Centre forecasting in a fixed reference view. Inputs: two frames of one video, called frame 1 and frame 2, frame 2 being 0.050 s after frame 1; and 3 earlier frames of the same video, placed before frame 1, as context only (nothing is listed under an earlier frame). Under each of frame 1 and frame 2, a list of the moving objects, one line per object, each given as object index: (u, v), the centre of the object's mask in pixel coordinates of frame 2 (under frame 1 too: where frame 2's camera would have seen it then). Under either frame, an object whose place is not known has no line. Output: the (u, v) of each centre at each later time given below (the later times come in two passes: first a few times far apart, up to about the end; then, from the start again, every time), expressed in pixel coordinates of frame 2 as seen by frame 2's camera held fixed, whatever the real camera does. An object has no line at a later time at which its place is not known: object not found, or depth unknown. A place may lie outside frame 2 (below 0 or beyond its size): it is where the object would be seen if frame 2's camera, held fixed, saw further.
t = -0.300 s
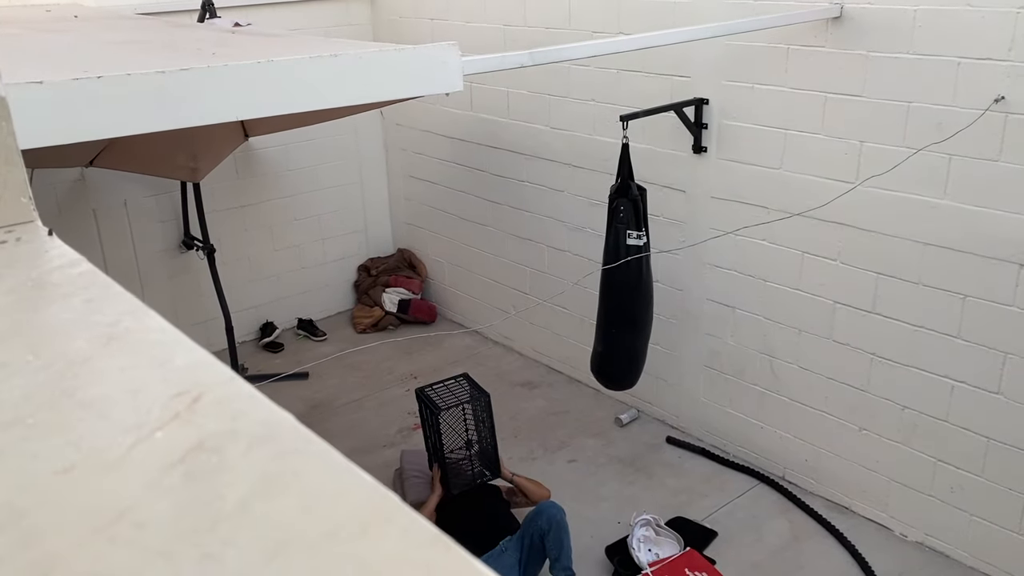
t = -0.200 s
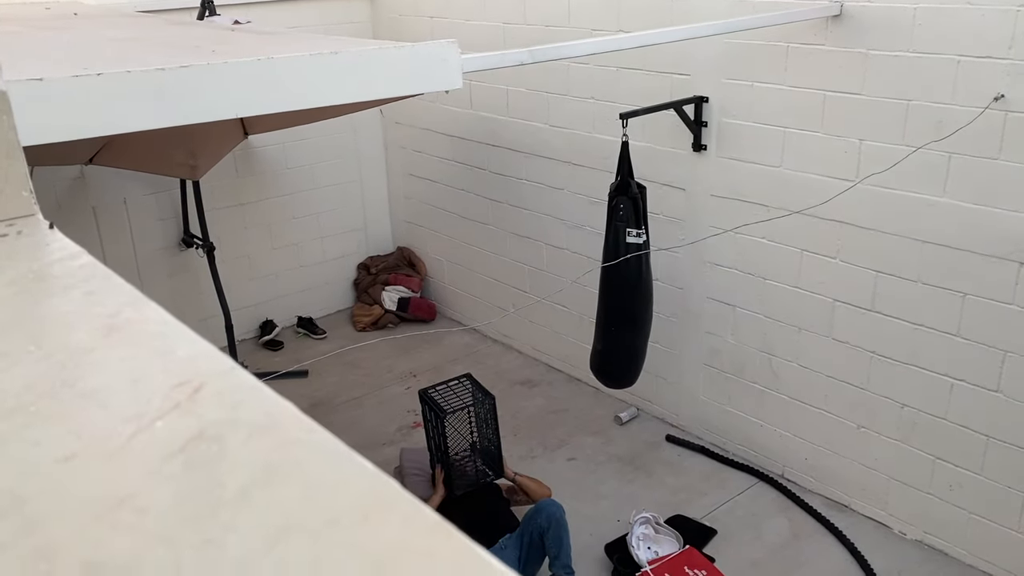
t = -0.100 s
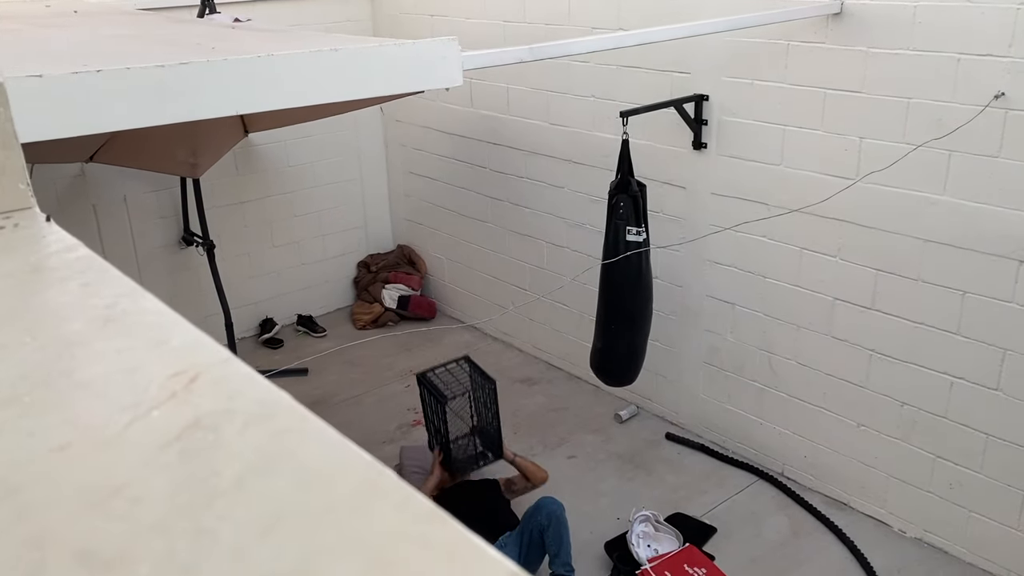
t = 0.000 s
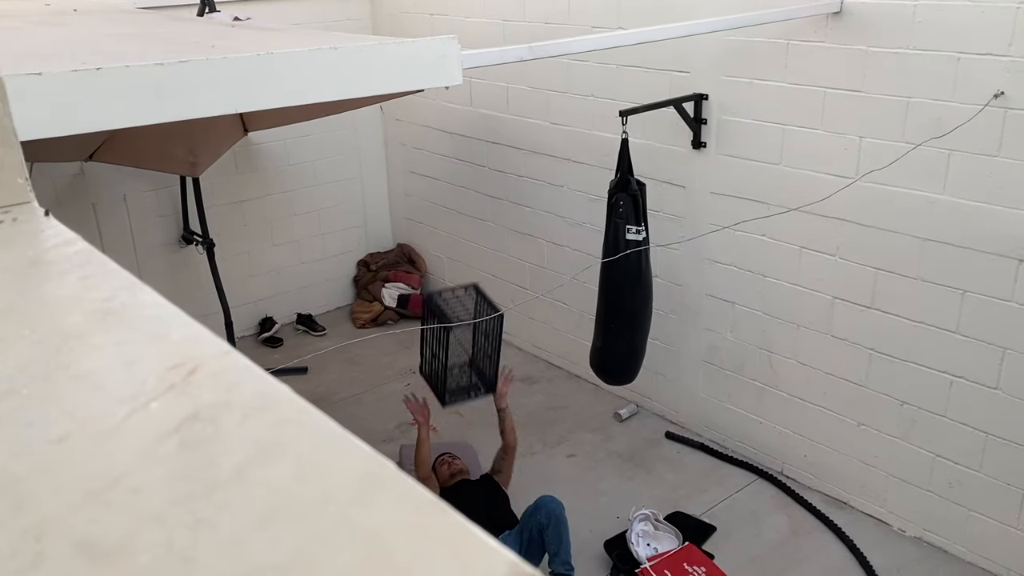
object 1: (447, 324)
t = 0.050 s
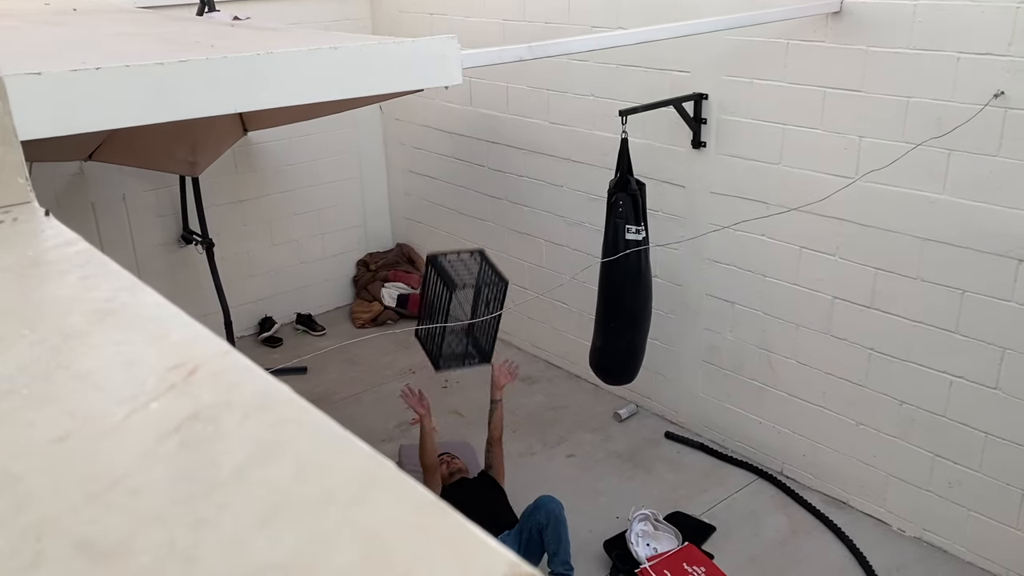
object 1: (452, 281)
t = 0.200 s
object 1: (455, 207)
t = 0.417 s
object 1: (471, 164)
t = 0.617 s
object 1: (484, 212)
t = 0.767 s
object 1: (492, 294)
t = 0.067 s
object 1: (452, 273)
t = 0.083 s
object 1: (451, 265)
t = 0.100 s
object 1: (452, 257)
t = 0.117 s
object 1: (453, 249)
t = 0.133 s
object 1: (453, 240)
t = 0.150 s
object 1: (454, 230)
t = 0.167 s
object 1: (454, 222)
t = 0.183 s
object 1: (455, 214)
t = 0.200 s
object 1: (455, 207)
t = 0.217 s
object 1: (456, 201)
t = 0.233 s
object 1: (457, 194)
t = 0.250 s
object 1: (459, 188)
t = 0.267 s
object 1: (460, 183)
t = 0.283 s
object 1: (462, 178)
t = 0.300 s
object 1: (463, 174)
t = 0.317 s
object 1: (464, 171)
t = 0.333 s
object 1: (465, 168)
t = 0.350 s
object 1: (466, 166)
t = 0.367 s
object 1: (467, 165)
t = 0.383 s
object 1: (470, 163)
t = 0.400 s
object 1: (470, 164)
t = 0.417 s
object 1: (471, 164)
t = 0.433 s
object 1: (472, 165)
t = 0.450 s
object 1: (473, 167)
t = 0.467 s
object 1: (475, 169)
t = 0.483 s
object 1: (476, 171)
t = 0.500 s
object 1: (477, 175)
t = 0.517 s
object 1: (477, 178)
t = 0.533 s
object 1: (478, 183)
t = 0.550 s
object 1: (479, 187)
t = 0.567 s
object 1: (480, 193)
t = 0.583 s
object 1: (481, 199)
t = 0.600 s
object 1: (482, 205)
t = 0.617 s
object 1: (484, 212)
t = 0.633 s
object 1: (484, 220)
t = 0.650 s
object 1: (485, 228)
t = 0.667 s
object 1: (486, 236)
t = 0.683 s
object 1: (487, 244)
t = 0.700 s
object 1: (488, 252)
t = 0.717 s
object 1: (490, 263)
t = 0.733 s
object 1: (491, 274)
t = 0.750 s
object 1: (491, 283)
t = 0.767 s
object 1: (492, 294)
